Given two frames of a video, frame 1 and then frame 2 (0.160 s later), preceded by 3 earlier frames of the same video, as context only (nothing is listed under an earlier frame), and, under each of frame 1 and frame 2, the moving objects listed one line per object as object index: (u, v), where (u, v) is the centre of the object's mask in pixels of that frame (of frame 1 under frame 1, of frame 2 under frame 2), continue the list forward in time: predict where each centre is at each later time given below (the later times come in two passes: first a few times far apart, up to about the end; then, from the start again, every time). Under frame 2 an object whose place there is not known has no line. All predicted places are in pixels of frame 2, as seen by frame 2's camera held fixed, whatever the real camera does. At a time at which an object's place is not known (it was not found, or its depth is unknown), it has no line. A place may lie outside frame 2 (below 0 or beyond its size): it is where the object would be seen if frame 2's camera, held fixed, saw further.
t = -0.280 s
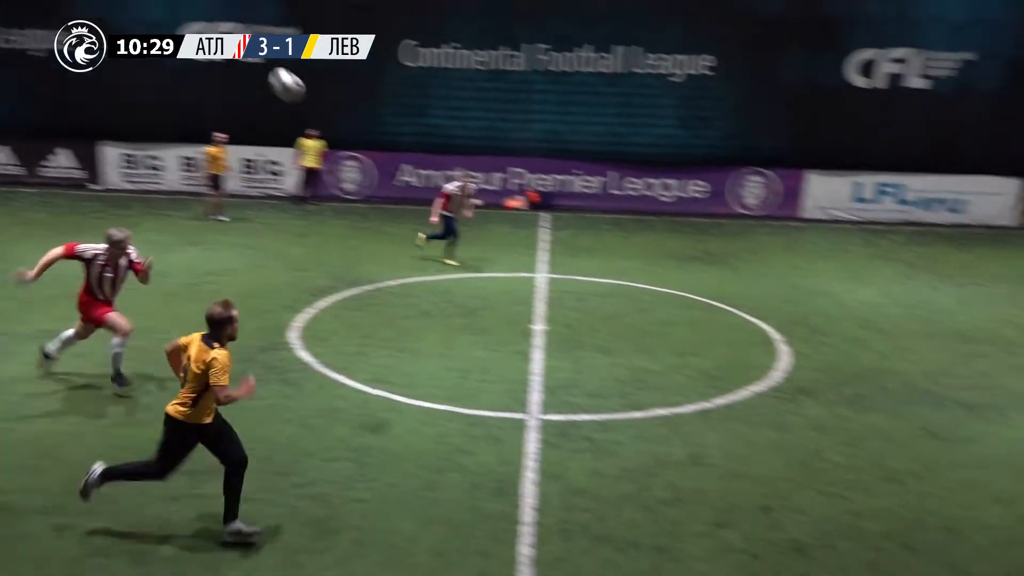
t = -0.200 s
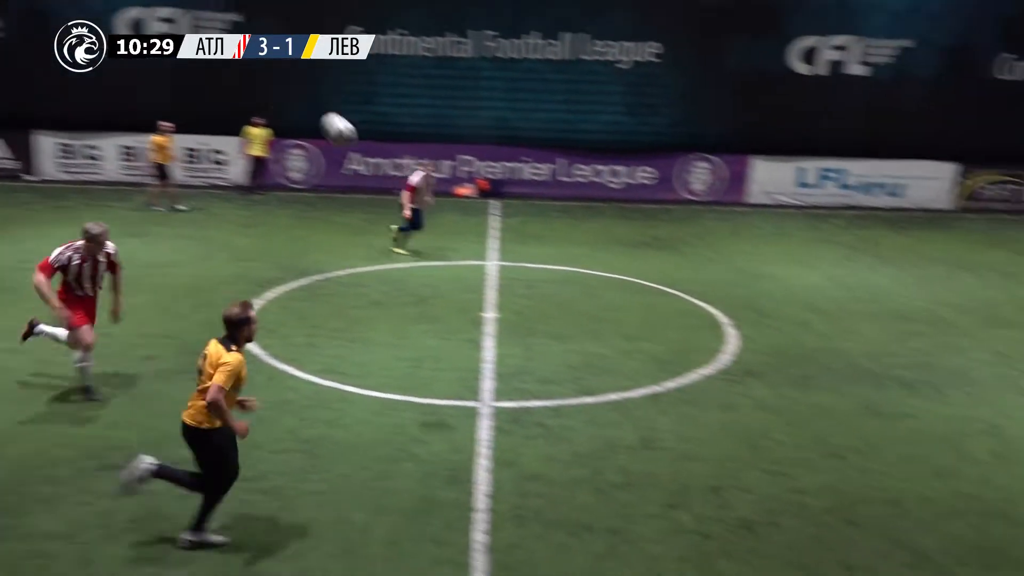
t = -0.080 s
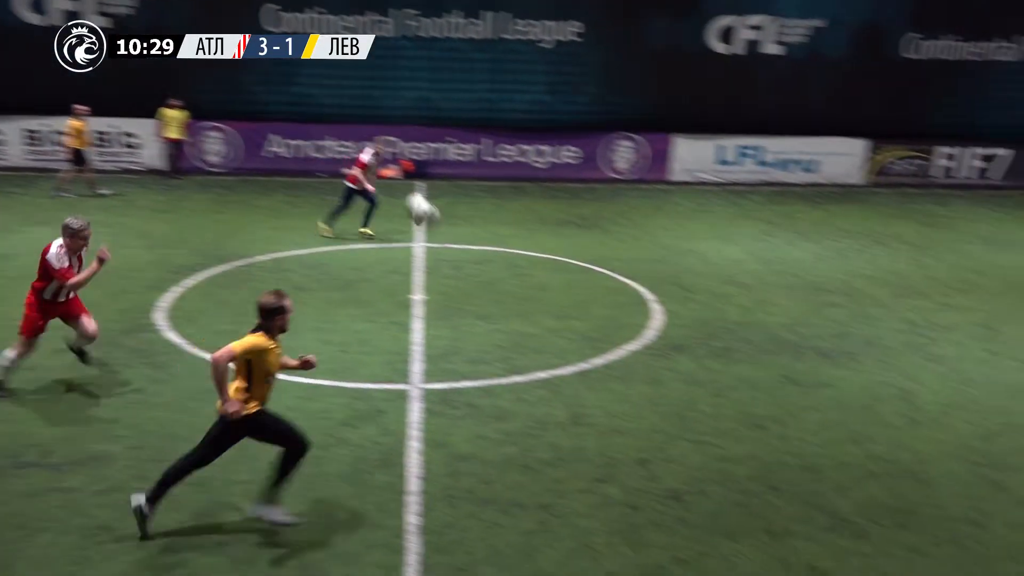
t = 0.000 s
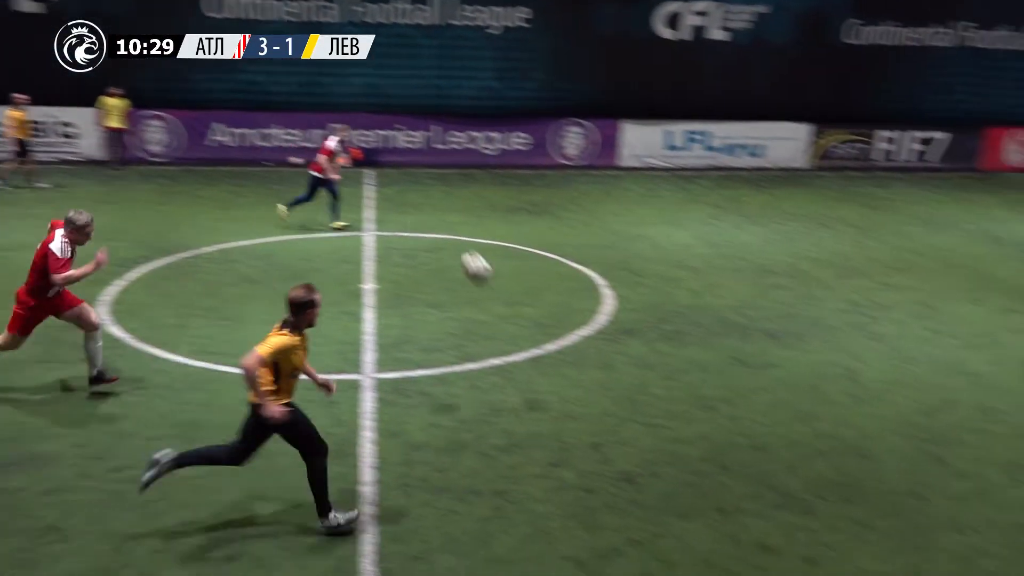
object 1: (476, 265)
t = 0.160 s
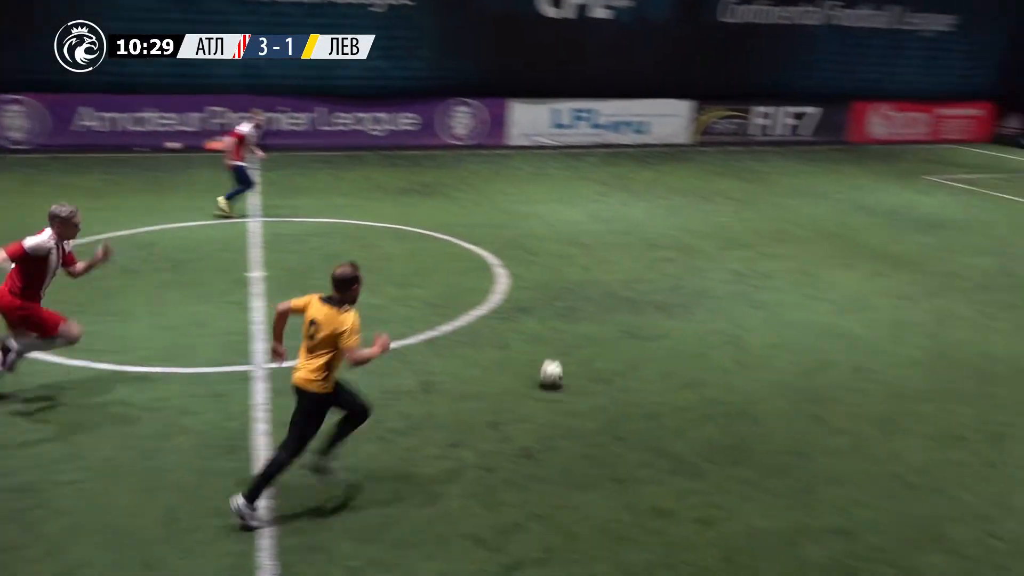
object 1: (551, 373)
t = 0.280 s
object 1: (622, 325)
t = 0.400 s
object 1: (690, 294)
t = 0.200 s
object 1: (575, 354)
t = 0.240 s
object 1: (598, 339)
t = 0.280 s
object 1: (622, 325)
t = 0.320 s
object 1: (645, 313)
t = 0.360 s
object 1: (666, 303)
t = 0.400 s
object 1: (690, 294)
